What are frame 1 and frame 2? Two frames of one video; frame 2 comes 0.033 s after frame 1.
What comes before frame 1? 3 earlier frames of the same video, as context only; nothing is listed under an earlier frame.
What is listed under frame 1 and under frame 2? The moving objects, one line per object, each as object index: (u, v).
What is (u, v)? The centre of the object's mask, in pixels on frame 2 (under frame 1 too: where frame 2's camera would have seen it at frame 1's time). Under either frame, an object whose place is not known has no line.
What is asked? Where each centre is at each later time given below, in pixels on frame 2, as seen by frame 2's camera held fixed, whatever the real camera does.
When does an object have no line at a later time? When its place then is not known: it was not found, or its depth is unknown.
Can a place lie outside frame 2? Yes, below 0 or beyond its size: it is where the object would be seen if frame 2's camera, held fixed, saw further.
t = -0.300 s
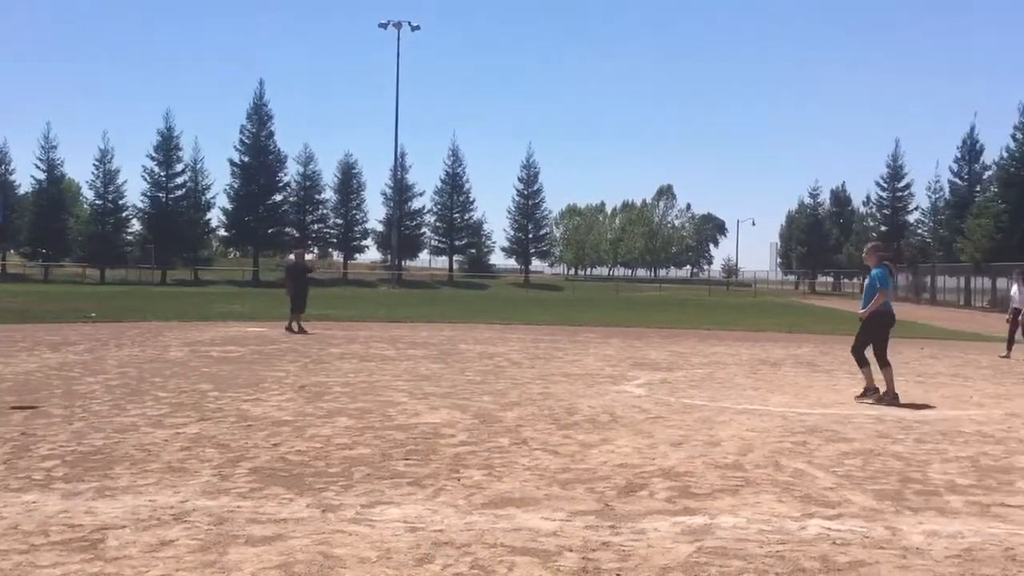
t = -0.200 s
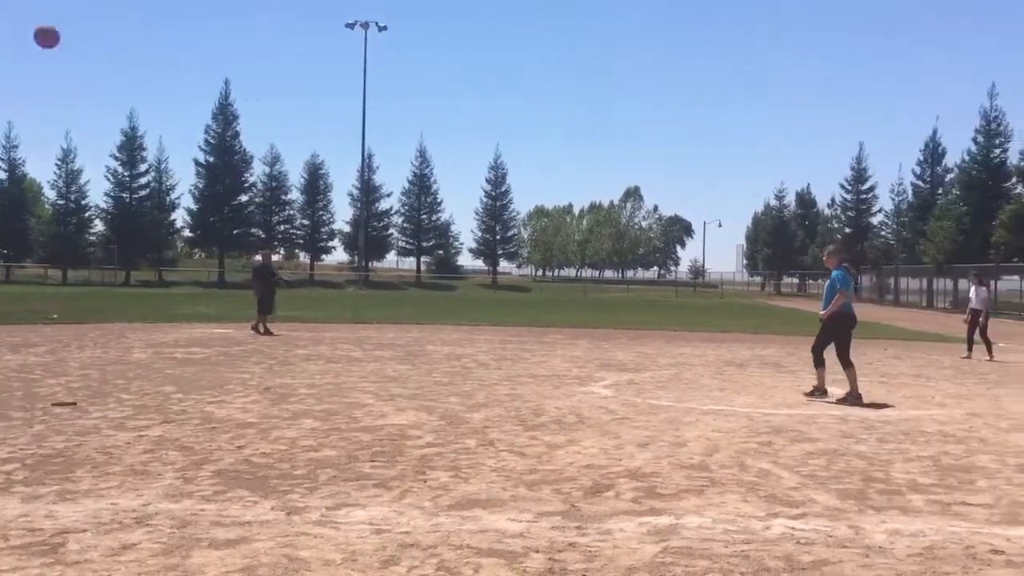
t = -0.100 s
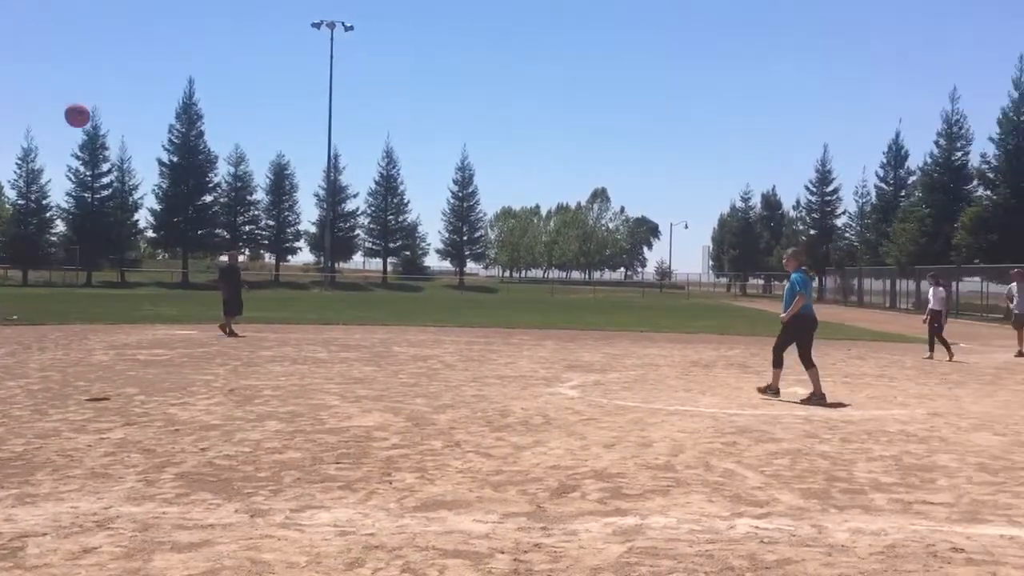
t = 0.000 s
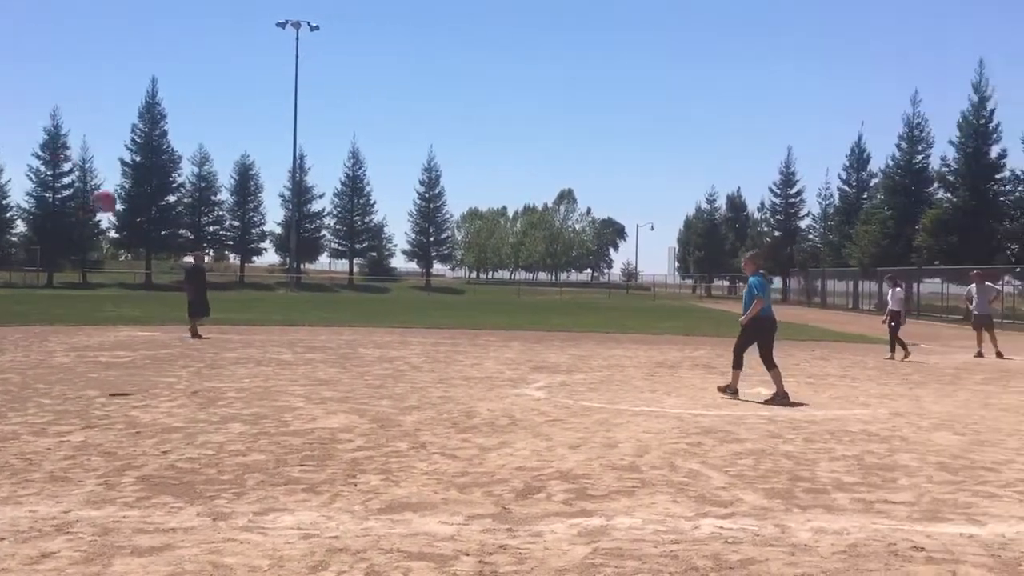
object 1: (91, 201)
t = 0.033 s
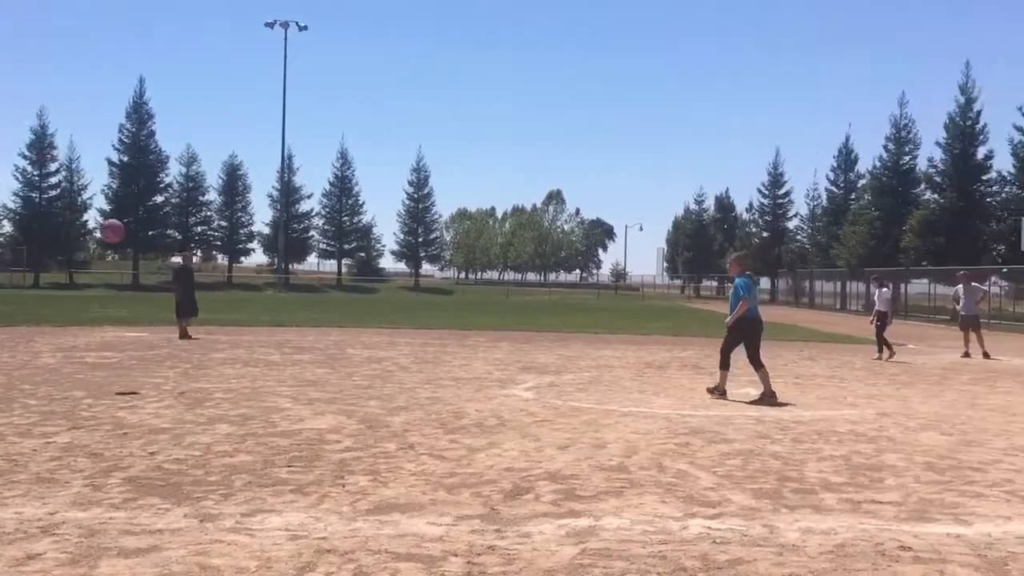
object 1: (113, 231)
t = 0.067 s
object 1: (132, 260)
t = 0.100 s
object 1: (151, 291)
